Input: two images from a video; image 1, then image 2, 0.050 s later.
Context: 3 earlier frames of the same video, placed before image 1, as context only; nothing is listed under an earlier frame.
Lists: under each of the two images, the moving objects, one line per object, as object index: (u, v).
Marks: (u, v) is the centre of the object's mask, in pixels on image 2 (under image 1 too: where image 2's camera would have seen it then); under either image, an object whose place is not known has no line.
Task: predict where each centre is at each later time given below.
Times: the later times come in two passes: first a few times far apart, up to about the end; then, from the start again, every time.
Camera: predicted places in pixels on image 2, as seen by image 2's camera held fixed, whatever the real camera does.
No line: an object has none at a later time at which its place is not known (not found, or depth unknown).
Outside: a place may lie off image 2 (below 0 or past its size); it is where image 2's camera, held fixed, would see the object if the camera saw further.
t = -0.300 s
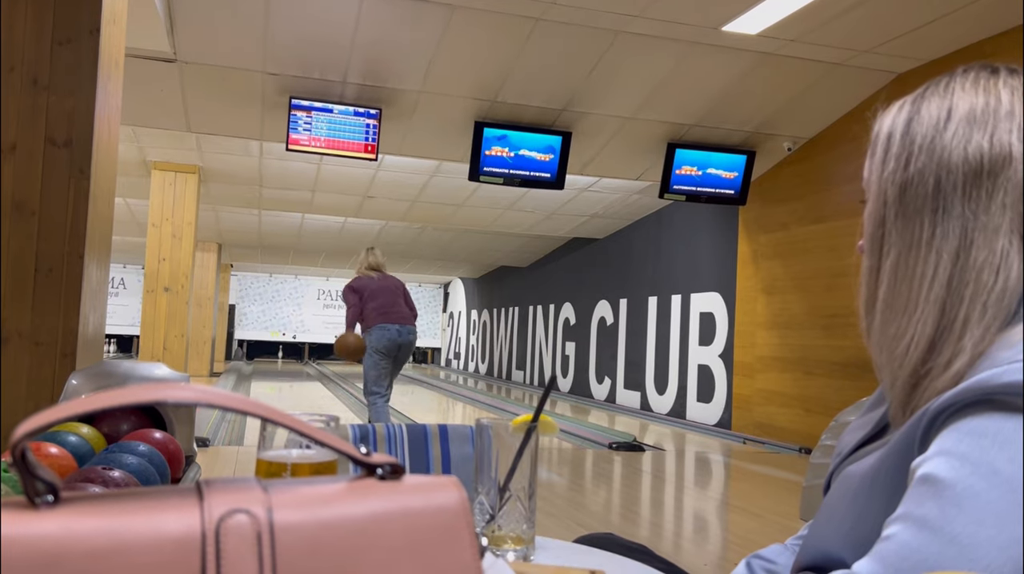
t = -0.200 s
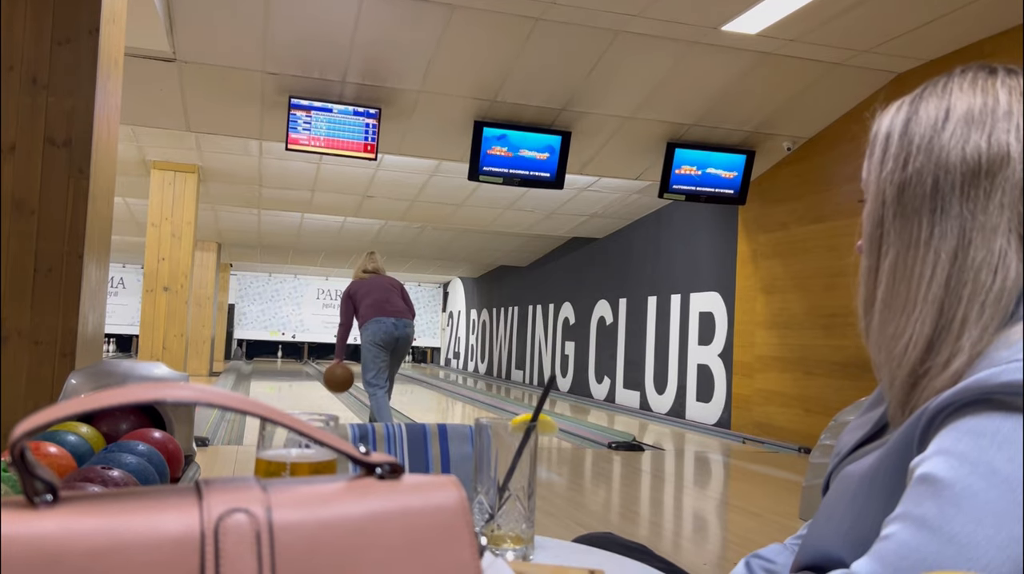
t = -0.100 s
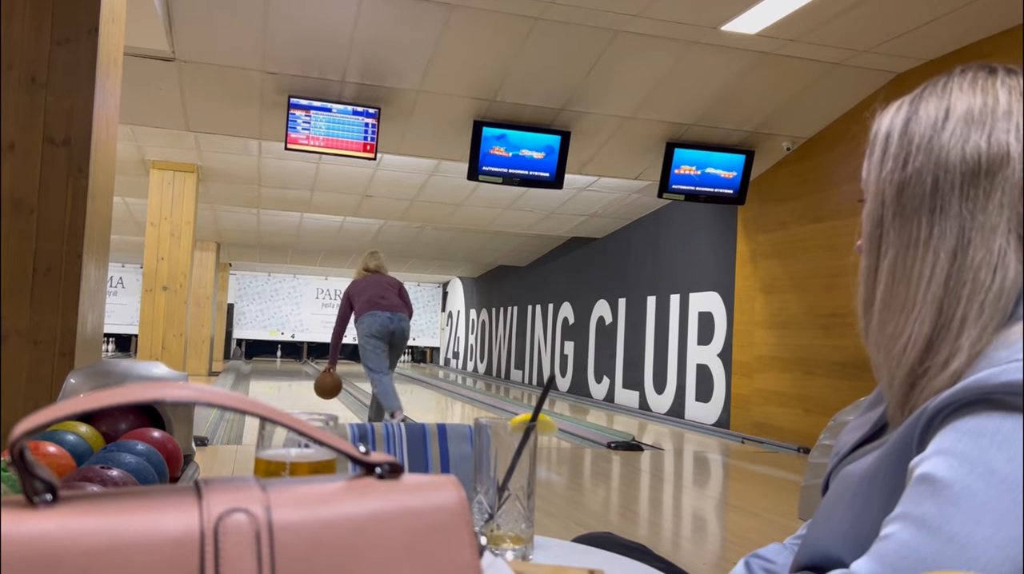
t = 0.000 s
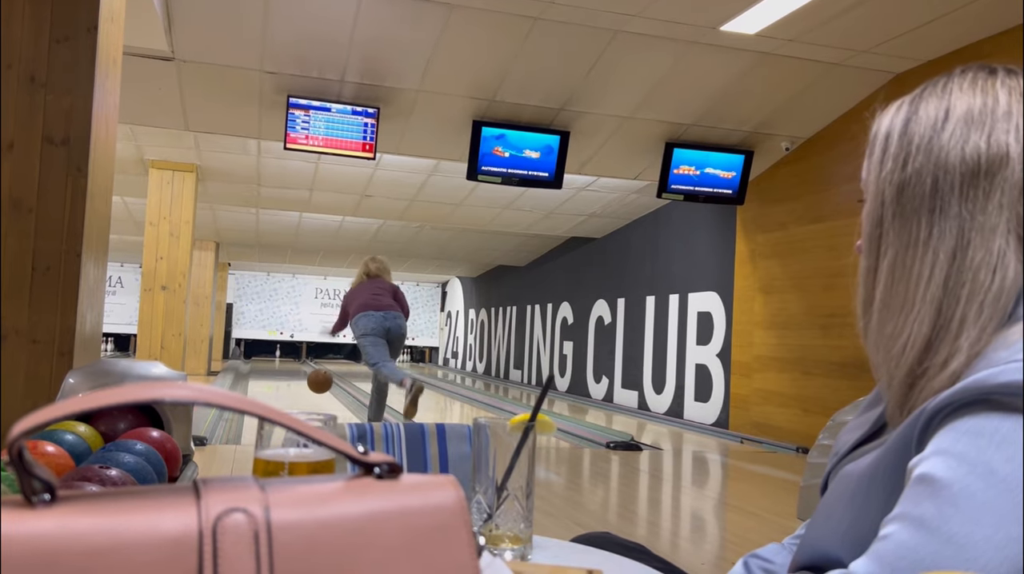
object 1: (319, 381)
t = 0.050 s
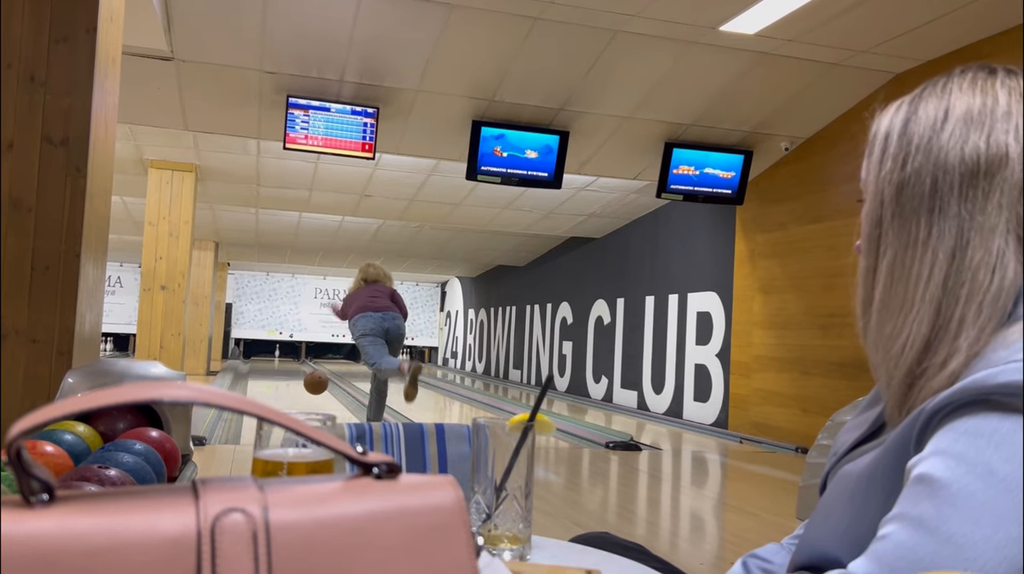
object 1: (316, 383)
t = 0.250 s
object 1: (304, 401)
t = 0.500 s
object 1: (295, 391)
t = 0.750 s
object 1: (289, 383)
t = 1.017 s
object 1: (284, 378)
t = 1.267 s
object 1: (285, 374)
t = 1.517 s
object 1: (285, 370)
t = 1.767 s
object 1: (281, 367)
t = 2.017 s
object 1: (278, 365)
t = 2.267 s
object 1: (276, 362)
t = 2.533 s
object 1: (273, 360)
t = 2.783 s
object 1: (271, 358)
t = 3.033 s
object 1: (270, 357)
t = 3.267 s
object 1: (268, 356)
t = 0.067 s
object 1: (315, 384)
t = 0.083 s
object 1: (313, 385)
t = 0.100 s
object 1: (313, 386)
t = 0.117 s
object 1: (311, 388)
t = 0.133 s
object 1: (311, 391)
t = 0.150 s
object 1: (309, 394)
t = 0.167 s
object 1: (308, 396)
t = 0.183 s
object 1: (307, 399)
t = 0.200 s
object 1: (306, 402)
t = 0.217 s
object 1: (305, 403)
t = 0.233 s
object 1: (305, 402)
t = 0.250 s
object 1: (304, 401)
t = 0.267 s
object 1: (303, 401)
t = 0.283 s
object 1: (303, 400)
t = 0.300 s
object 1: (302, 400)
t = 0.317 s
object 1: (301, 399)
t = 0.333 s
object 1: (301, 398)
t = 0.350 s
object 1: (300, 397)
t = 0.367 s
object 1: (300, 396)
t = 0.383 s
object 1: (299, 396)
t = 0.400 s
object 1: (298, 395)
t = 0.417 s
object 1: (298, 394)
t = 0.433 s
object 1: (297, 394)
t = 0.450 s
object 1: (297, 393)
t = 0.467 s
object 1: (296, 392)
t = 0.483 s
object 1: (296, 392)
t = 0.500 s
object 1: (295, 391)
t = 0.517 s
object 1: (295, 390)
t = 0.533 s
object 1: (294, 390)
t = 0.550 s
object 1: (294, 389)
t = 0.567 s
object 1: (293, 389)
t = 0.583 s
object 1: (293, 388)
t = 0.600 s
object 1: (293, 387)
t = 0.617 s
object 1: (292, 386)
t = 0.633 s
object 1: (292, 386)
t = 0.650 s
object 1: (291, 385)
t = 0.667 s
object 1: (291, 385)
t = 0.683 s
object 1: (291, 384)
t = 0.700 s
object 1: (290, 384)
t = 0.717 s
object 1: (290, 384)
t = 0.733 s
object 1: (289, 383)
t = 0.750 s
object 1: (289, 383)
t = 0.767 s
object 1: (289, 383)
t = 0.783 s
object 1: (288, 383)
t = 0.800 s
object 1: (288, 382)
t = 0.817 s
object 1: (287, 382)
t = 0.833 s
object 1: (287, 381)
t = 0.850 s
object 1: (287, 380)
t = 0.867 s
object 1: (286, 380)
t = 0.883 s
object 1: (286, 380)
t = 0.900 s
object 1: (286, 379)
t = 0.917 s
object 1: (285, 379)
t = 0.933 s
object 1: (285, 378)
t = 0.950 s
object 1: (285, 378)
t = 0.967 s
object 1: (284, 378)
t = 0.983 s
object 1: (284, 378)
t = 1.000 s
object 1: (284, 378)
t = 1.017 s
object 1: (284, 378)
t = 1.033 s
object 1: (283, 377)
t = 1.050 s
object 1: (283, 377)
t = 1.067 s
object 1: (283, 377)
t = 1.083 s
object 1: (284, 376)
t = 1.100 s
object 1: (284, 376)
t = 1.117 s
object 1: (284, 375)
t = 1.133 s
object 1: (284, 375)
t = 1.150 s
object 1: (284, 375)
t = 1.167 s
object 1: (284, 375)
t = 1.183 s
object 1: (284, 374)
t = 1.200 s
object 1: (284, 374)
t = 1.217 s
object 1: (285, 374)
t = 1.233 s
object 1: (285, 374)
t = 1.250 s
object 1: (285, 374)
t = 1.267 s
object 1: (285, 374)
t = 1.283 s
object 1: (286, 373)
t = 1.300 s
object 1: (286, 373)
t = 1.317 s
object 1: (286, 372)
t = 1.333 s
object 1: (286, 372)
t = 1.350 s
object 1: (286, 372)
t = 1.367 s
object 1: (286, 372)
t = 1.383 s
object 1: (286, 371)
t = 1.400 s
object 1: (286, 371)
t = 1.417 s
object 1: (286, 371)
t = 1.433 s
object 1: (286, 371)
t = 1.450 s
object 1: (286, 371)
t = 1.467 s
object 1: (286, 371)
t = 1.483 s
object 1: (286, 370)
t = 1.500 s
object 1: (285, 370)
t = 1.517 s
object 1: (285, 370)
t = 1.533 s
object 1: (284, 370)
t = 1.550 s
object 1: (284, 370)
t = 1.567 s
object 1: (283, 369)
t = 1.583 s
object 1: (283, 369)
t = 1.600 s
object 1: (283, 369)
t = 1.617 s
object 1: (283, 368)
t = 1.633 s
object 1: (283, 368)
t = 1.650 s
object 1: (282, 368)
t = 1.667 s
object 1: (282, 368)
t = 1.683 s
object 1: (282, 368)
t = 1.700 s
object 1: (282, 368)
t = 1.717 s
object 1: (282, 368)
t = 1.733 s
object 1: (281, 368)
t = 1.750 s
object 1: (281, 368)
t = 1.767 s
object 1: (281, 367)
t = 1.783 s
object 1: (281, 367)
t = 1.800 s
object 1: (281, 367)
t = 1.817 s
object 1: (280, 367)
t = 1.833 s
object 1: (280, 366)
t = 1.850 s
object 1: (280, 366)
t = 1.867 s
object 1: (280, 366)
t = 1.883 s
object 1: (280, 366)
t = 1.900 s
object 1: (279, 366)
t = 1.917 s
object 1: (279, 366)
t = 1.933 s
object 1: (279, 366)
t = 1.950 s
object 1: (279, 366)
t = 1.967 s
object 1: (279, 365)
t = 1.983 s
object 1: (279, 365)
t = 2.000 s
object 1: (278, 365)
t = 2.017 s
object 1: (278, 365)
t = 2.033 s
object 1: (278, 365)
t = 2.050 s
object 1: (278, 365)
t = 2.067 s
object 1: (278, 364)
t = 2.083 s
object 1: (278, 364)
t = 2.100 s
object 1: (278, 364)
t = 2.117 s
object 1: (277, 364)
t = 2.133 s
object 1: (278, 364)
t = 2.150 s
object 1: (277, 364)
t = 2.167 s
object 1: (277, 364)
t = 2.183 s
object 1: (277, 364)
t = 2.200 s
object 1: (277, 363)
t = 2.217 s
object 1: (277, 363)
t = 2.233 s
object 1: (277, 362)
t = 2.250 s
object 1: (276, 362)
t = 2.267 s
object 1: (276, 362)
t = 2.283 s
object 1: (276, 362)
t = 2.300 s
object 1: (276, 362)
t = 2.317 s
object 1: (276, 362)
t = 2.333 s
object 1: (275, 361)
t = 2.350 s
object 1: (275, 361)
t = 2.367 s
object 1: (275, 361)
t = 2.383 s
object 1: (275, 361)
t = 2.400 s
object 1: (275, 361)
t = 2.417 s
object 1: (275, 361)
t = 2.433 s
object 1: (275, 361)
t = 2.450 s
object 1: (274, 360)
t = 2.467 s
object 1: (274, 360)
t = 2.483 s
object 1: (274, 360)
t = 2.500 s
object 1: (273, 360)
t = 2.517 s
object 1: (273, 360)
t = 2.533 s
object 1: (273, 360)
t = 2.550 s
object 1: (273, 360)
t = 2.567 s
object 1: (273, 360)
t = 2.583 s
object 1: (273, 360)
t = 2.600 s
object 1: (273, 360)
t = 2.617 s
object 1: (273, 359)
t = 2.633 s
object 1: (273, 360)
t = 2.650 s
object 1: (273, 359)
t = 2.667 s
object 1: (272, 359)
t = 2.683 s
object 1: (272, 359)
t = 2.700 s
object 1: (272, 359)
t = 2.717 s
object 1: (272, 359)
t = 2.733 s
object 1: (271, 359)
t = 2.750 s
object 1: (271, 358)
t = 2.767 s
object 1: (271, 358)
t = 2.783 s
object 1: (271, 358)
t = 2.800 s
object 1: (271, 358)
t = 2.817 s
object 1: (271, 358)
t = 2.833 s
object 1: (270, 358)
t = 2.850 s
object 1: (271, 358)
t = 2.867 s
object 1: (271, 358)
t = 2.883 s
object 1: (271, 358)
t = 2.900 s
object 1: (270, 358)
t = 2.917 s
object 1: (270, 358)
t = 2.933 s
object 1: (270, 357)
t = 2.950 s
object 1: (270, 357)
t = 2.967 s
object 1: (270, 357)
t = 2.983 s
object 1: (270, 357)
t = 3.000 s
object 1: (270, 357)
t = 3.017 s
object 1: (269, 357)
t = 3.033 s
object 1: (270, 357)
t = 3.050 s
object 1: (269, 357)
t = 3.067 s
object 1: (270, 357)
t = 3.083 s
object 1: (269, 357)
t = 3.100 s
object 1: (269, 357)
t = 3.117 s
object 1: (269, 357)
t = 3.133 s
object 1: (269, 357)
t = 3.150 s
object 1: (269, 357)
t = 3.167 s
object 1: (268, 357)
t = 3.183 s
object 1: (268, 357)
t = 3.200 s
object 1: (268, 357)
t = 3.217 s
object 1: (268, 357)
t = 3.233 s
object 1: (268, 357)
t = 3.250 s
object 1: (268, 356)
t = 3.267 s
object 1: (268, 356)
